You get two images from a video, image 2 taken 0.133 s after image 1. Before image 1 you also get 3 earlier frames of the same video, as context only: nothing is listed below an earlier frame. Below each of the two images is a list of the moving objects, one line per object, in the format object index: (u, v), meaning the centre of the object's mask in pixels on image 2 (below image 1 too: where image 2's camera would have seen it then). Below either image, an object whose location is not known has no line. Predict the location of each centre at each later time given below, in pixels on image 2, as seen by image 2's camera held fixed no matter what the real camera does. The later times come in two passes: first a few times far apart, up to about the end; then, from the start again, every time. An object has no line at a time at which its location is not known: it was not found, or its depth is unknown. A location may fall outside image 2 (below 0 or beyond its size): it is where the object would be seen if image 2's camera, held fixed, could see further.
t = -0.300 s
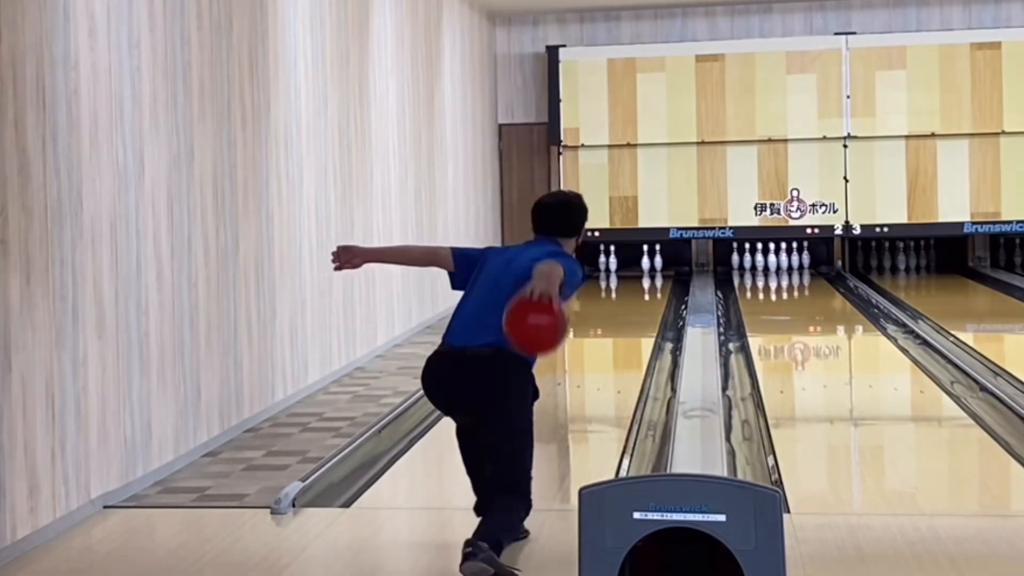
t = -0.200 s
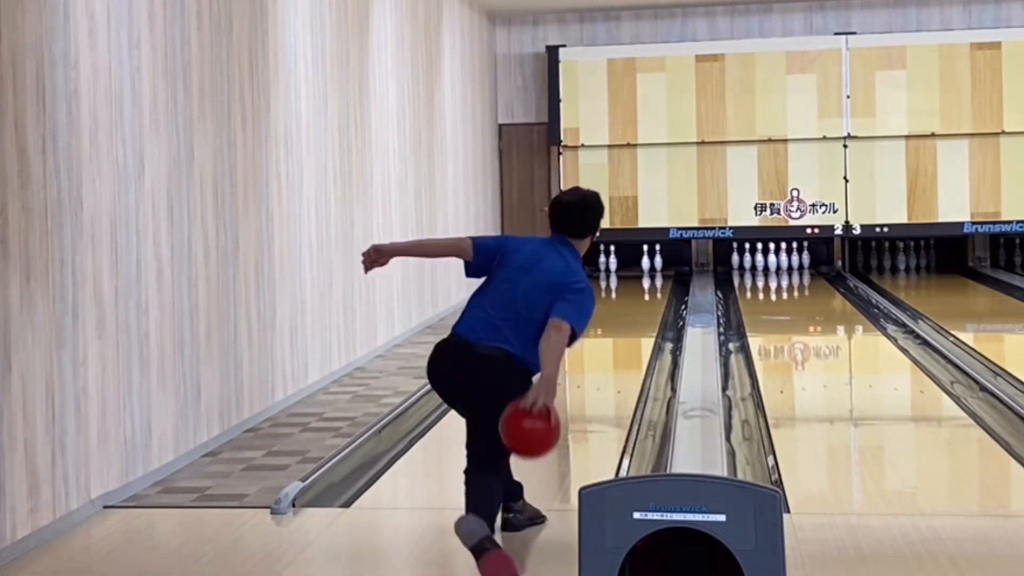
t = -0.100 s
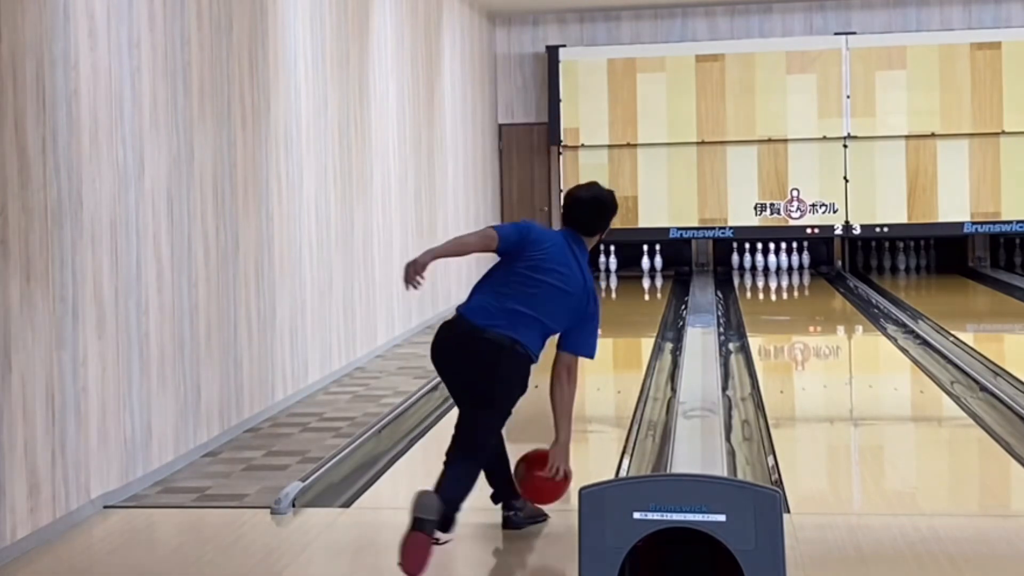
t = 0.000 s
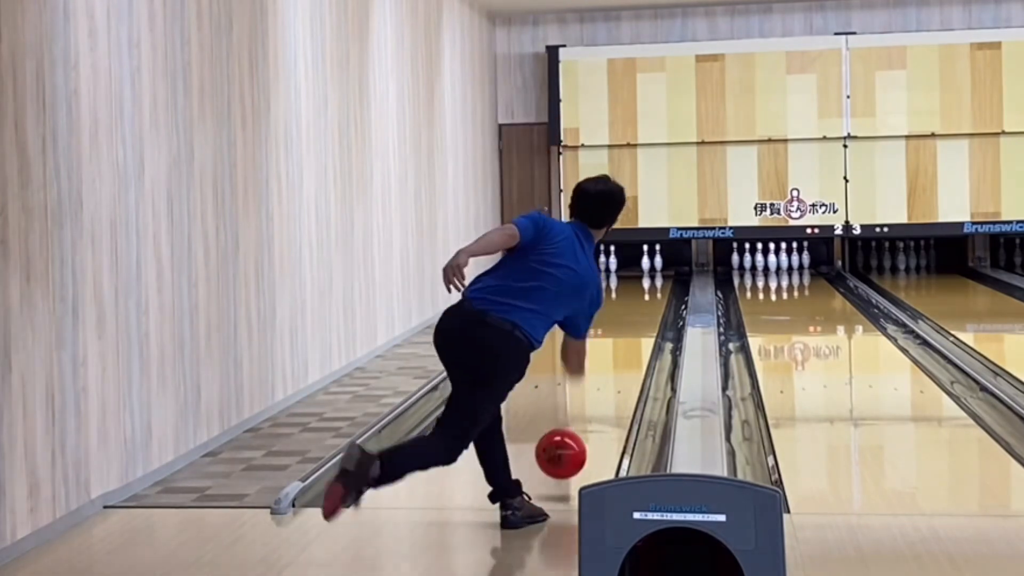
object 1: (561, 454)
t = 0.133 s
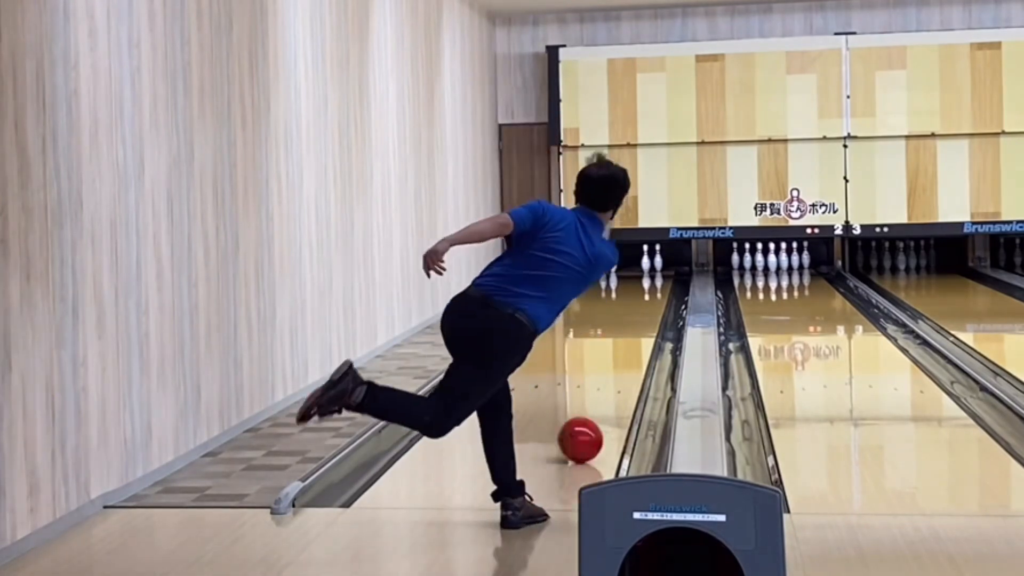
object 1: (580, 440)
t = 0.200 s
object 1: (588, 425)
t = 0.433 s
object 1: (609, 385)
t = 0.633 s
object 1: (623, 359)
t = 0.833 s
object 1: (633, 340)
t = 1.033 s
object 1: (641, 324)
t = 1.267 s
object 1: (648, 309)
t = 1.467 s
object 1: (652, 298)
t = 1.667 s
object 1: (656, 288)
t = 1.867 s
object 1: (658, 281)
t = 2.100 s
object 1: (658, 274)
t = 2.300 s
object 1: (657, 269)
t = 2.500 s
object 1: (661, 262)
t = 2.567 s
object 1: (663, 262)
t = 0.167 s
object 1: (584, 431)
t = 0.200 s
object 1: (588, 425)
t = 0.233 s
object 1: (591, 419)
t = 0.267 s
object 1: (595, 412)
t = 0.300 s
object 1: (598, 406)
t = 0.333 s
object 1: (601, 401)
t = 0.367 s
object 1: (604, 395)
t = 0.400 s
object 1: (606, 390)
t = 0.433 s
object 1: (609, 385)
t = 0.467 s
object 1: (612, 380)
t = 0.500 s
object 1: (614, 376)
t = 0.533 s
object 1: (616, 371)
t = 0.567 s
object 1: (618, 367)
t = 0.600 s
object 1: (620, 363)
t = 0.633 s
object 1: (623, 359)
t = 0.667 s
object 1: (624, 356)
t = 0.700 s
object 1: (626, 352)
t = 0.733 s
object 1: (628, 349)
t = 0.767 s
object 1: (629, 346)
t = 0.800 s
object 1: (631, 342)
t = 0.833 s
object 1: (633, 340)
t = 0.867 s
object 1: (635, 337)
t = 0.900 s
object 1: (636, 334)
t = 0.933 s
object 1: (637, 331)
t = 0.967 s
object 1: (639, 329)
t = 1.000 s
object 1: (640, 326)
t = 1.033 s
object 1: (641, 324)
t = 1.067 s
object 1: (642, 321)
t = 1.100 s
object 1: (643, 319)
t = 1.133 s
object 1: (644, 317)
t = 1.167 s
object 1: (645, 315)
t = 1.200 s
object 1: (646, 313)
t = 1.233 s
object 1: (647, 311)
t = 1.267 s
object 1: (648, 309)
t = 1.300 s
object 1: (649, 307)
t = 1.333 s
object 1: (649, 305)
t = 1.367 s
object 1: (650, 303)
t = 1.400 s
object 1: (651, 301)
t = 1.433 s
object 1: (652, 299)
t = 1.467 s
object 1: (652, 298)
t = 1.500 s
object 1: (653, 296)
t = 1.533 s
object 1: (654, 294)
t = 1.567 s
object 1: (654, 293)
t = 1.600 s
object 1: (654, 291)
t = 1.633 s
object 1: (655, 289)
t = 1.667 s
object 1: (656, 288)
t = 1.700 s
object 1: (656, 287)
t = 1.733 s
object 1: (656, 285)
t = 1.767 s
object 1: (657, 284)
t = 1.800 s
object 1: (657, 283)
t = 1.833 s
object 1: (657, 282)
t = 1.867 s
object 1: (658, 281)
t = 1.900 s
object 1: (658, 280)
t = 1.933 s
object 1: (658, 278)
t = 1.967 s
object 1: (658, 277)
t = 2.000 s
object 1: (658, 276)
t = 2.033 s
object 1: (659, 275)
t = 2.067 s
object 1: (658, 275)
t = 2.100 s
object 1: (658, 274)
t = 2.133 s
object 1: (658, 273)
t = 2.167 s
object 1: (658, 272)
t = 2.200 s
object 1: (658, 271)
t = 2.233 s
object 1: (657, 270)
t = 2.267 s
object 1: (657, 269)
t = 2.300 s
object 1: (657, 269)
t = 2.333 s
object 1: (656, 268)
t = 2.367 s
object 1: (656, 267)
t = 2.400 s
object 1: (656, 266)
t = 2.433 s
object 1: (658, 265)
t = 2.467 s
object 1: (659, 263)
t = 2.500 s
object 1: (661, 262)
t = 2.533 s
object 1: (662, 262)
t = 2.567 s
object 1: (663, 262)
